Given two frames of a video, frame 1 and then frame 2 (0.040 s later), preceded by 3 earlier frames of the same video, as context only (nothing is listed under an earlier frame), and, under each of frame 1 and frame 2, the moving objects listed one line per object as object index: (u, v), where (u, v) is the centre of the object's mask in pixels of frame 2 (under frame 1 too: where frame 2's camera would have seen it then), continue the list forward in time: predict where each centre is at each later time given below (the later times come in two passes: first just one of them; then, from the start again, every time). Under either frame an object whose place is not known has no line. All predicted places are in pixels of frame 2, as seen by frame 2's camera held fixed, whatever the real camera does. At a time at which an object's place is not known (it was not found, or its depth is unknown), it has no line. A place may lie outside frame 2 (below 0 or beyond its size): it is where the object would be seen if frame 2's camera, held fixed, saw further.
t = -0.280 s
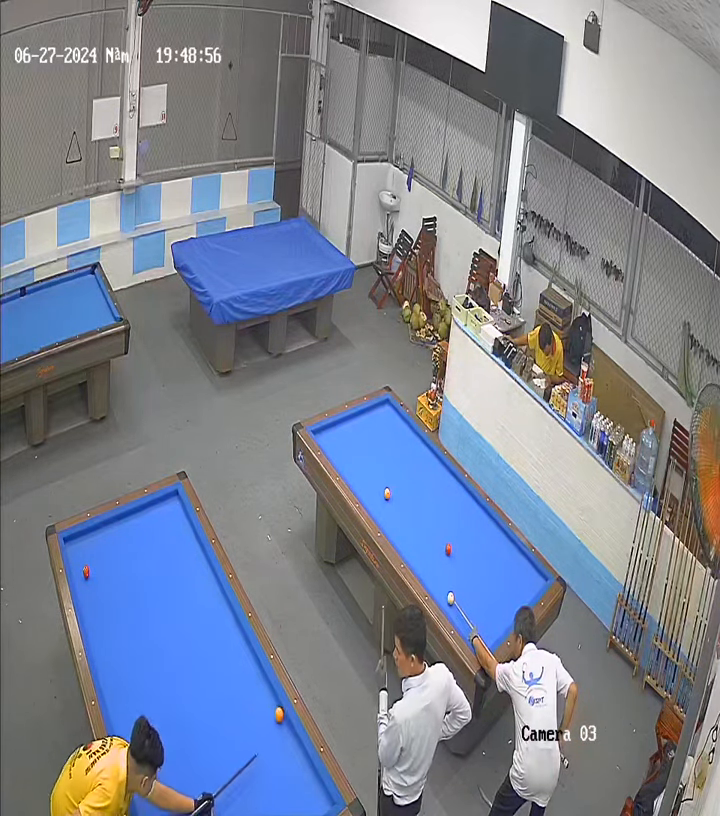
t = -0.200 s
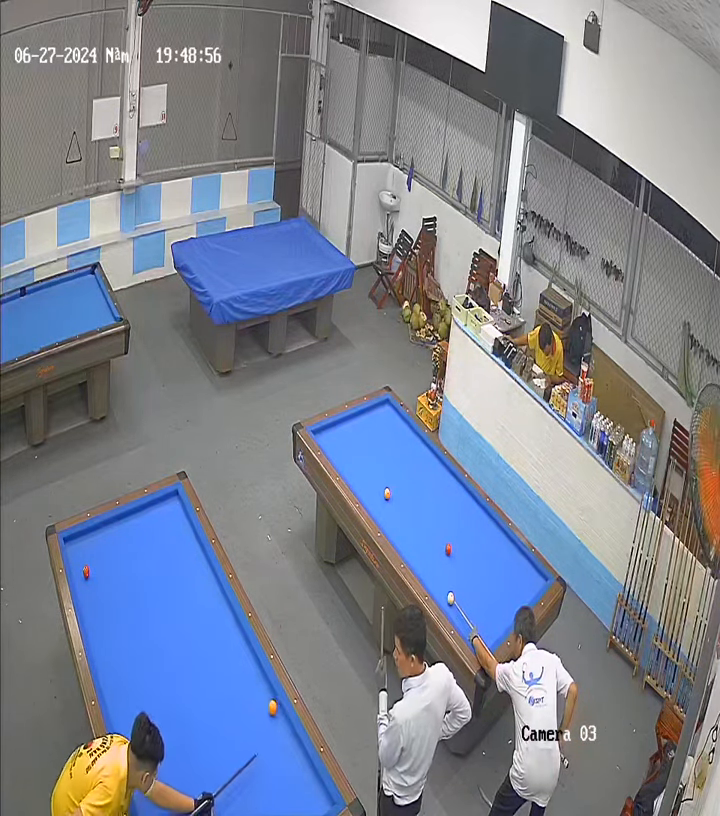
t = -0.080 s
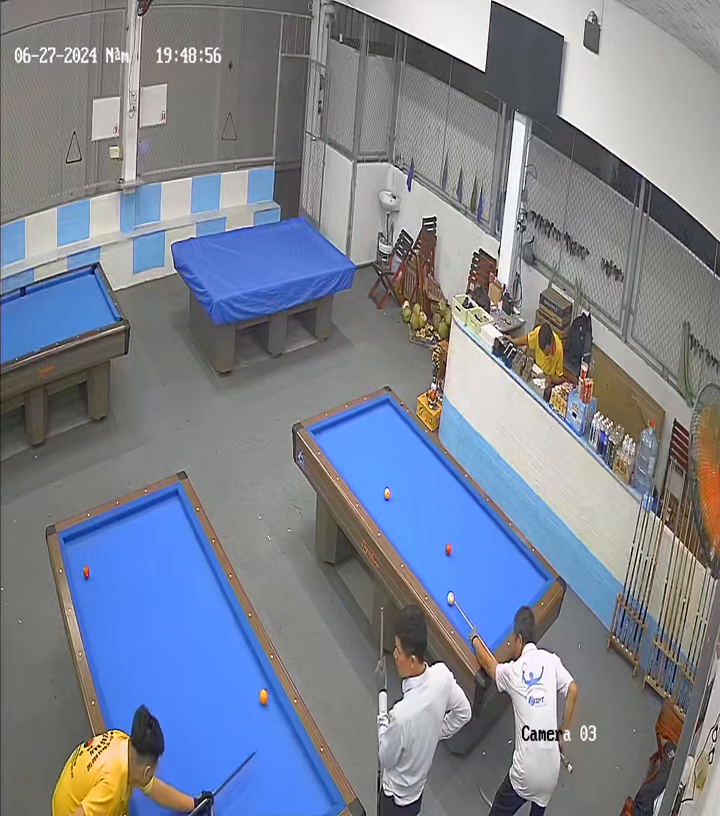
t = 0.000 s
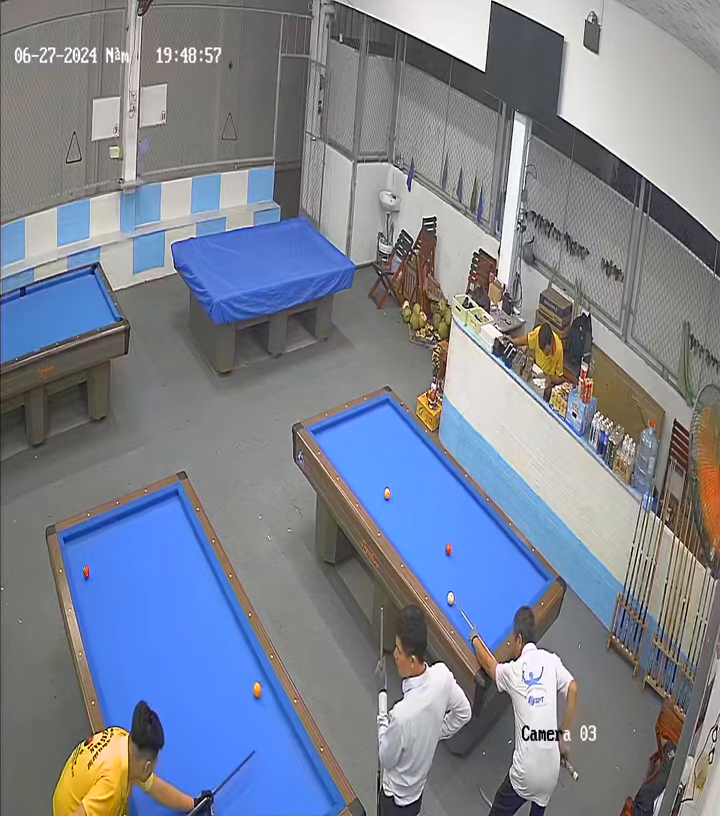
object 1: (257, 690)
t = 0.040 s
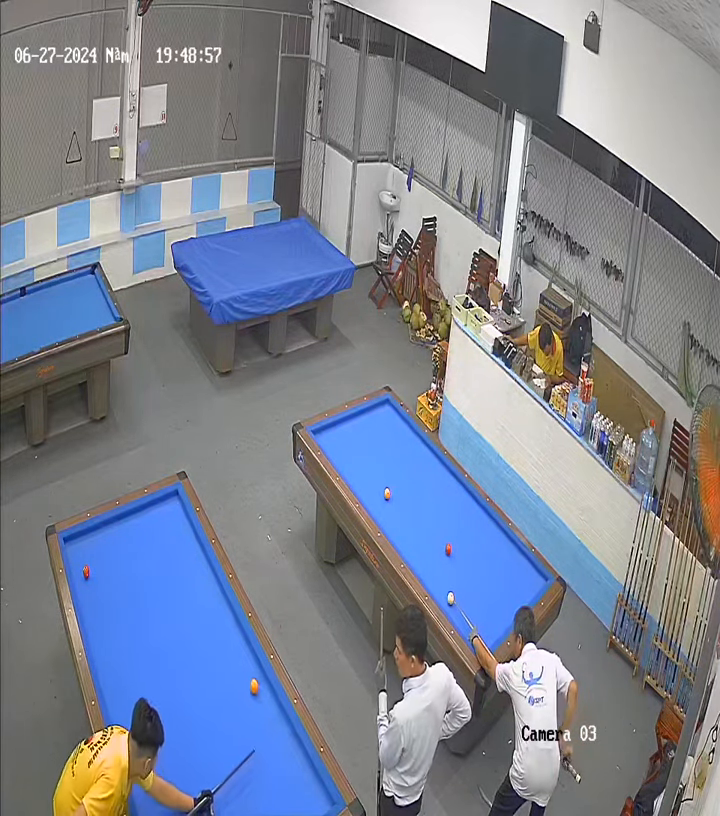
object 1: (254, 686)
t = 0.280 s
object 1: (237, 666)
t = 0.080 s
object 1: (251, 683)
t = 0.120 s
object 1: (248, 679)
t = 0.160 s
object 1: (245, 676)
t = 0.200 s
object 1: (242, 672)
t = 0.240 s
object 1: (239, 669)
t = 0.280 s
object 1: (237, 666)
